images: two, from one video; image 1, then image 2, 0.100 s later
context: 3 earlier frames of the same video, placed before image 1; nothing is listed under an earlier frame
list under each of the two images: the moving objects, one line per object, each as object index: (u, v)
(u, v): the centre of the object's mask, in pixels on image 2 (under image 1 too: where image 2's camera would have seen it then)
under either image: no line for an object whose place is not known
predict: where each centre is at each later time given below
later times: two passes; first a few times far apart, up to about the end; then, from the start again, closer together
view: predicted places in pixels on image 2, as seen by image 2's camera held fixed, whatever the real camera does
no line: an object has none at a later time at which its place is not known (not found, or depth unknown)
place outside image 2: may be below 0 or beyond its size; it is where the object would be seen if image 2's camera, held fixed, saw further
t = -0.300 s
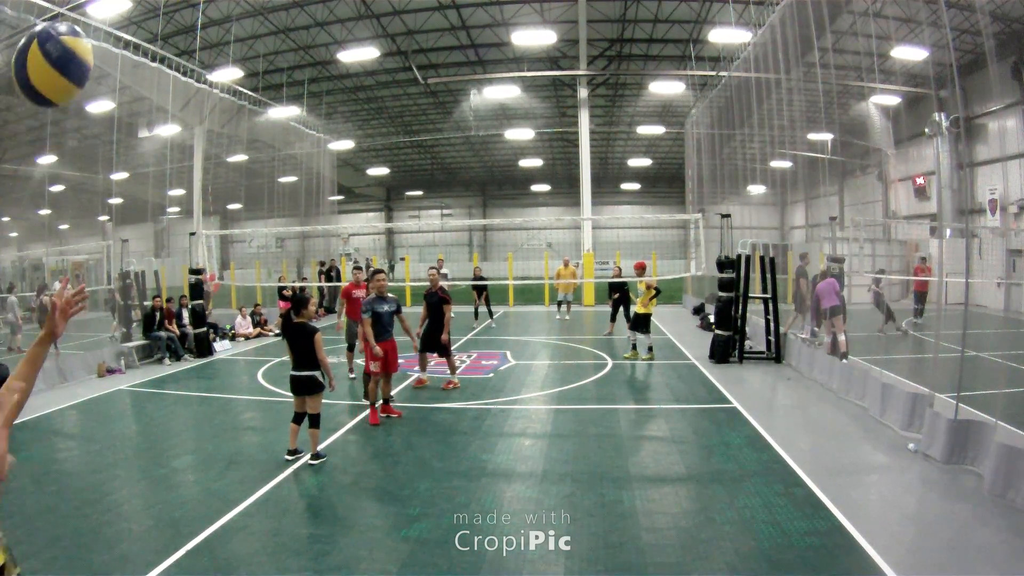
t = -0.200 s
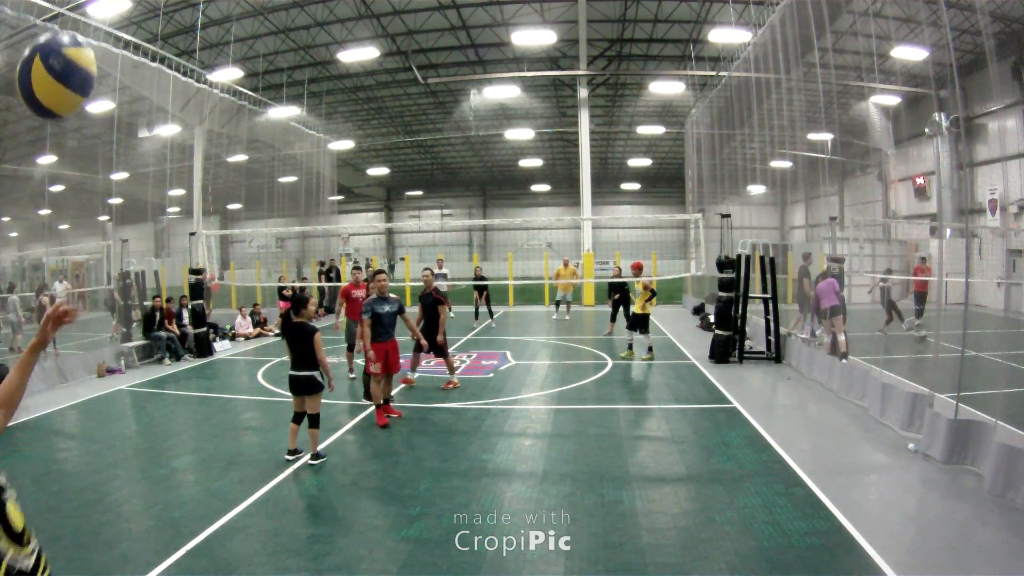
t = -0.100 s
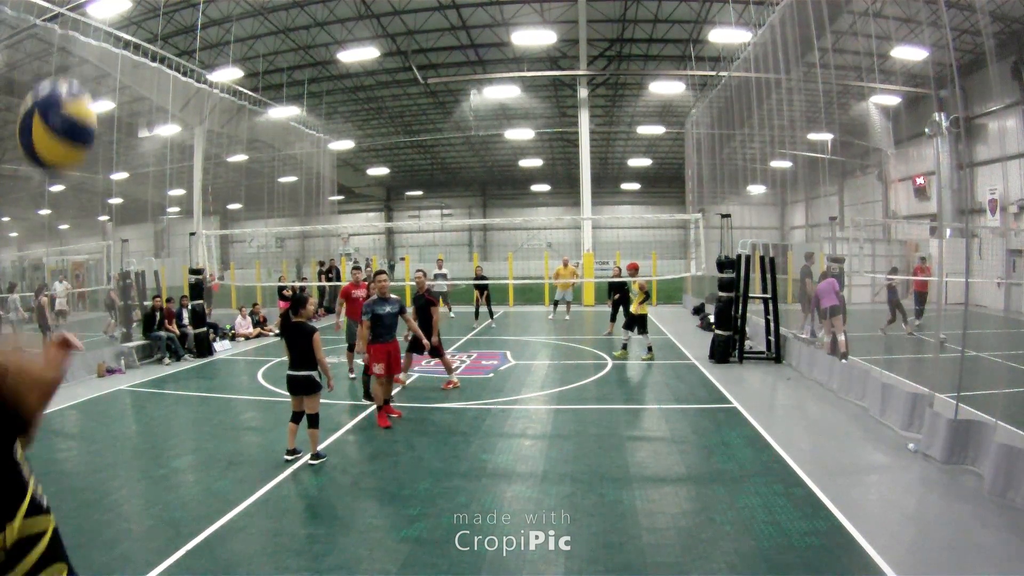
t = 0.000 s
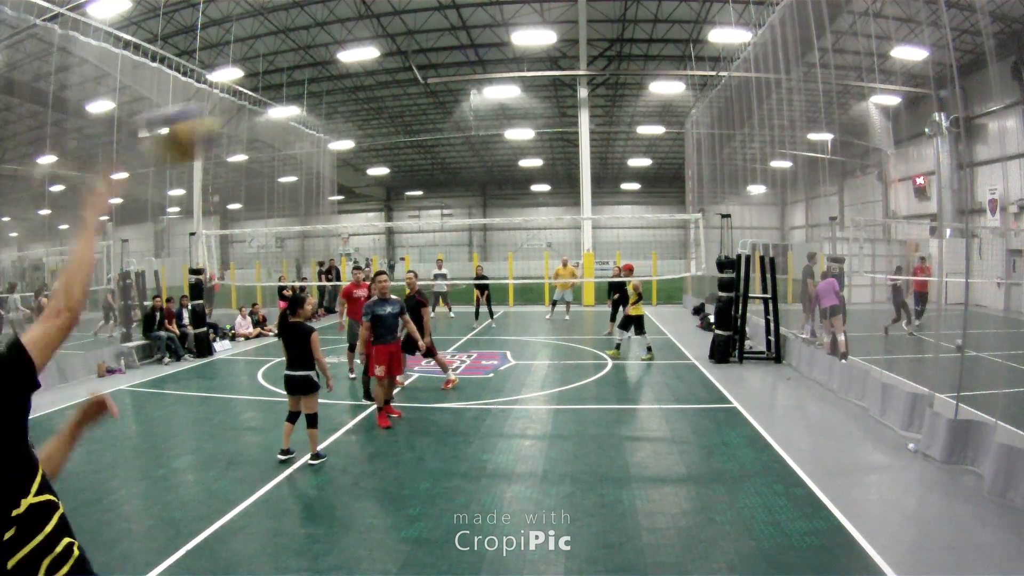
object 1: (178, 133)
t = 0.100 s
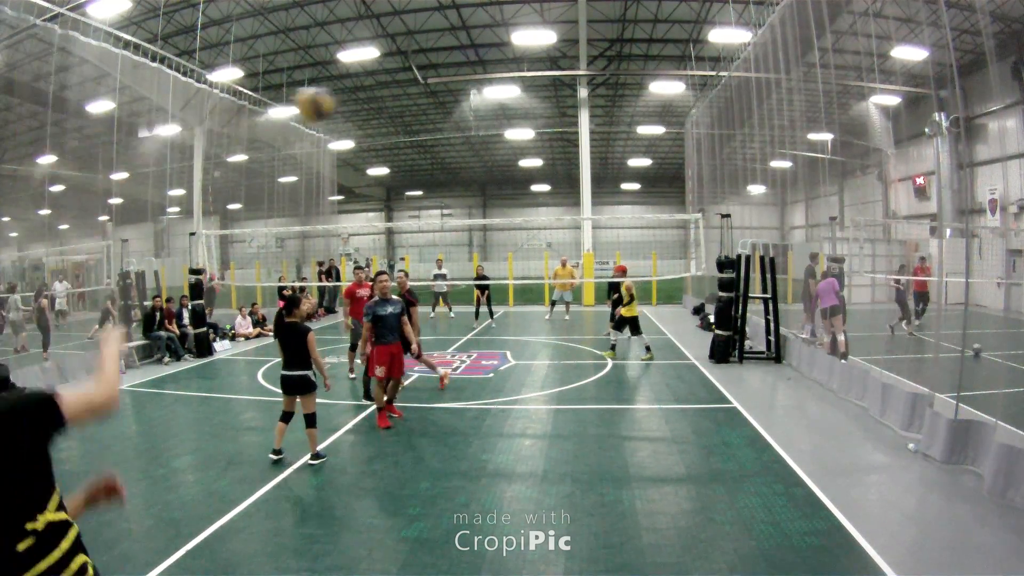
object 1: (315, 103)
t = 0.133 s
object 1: (337, 102)
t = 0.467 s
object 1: (437, 133)
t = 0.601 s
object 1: (454, 154)
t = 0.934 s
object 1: (477, 210)
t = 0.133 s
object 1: (337, 102)
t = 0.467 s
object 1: (437, 133)
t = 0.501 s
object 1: (441, 137)
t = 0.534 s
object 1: (446, 143)
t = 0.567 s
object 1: (450, 148)
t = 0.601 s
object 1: (454, 154)
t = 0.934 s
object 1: (477, 210)
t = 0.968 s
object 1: (478, 215)
